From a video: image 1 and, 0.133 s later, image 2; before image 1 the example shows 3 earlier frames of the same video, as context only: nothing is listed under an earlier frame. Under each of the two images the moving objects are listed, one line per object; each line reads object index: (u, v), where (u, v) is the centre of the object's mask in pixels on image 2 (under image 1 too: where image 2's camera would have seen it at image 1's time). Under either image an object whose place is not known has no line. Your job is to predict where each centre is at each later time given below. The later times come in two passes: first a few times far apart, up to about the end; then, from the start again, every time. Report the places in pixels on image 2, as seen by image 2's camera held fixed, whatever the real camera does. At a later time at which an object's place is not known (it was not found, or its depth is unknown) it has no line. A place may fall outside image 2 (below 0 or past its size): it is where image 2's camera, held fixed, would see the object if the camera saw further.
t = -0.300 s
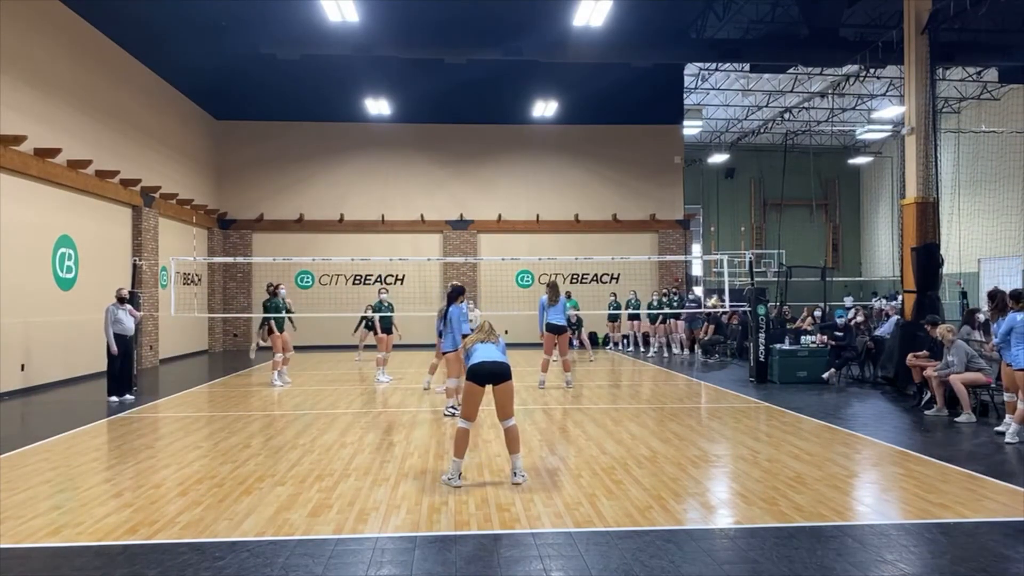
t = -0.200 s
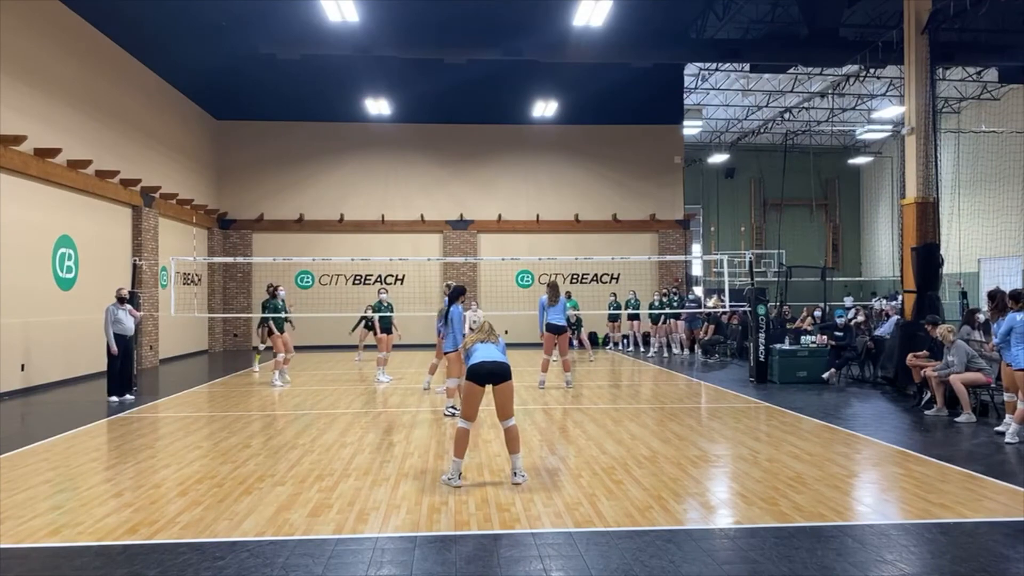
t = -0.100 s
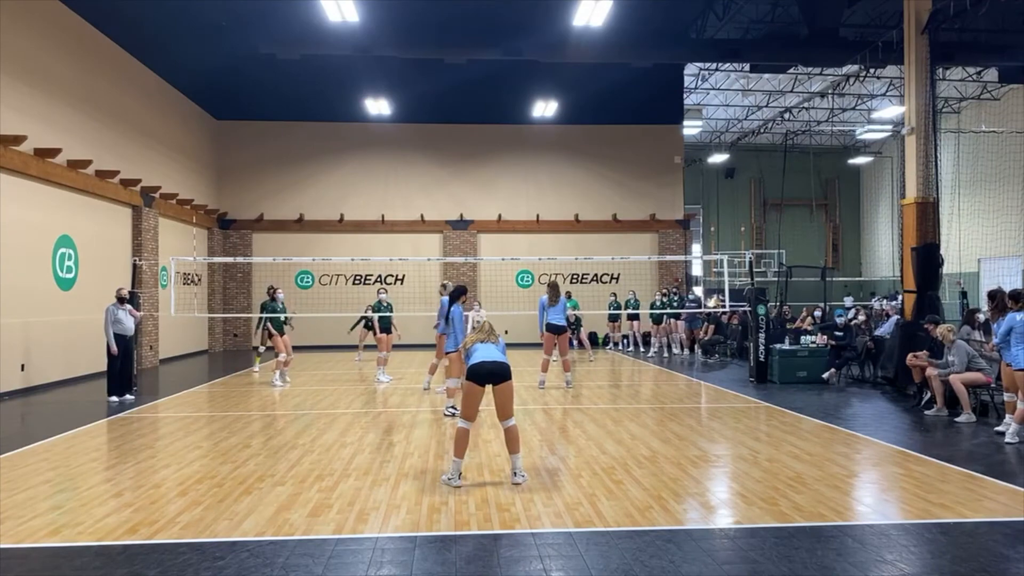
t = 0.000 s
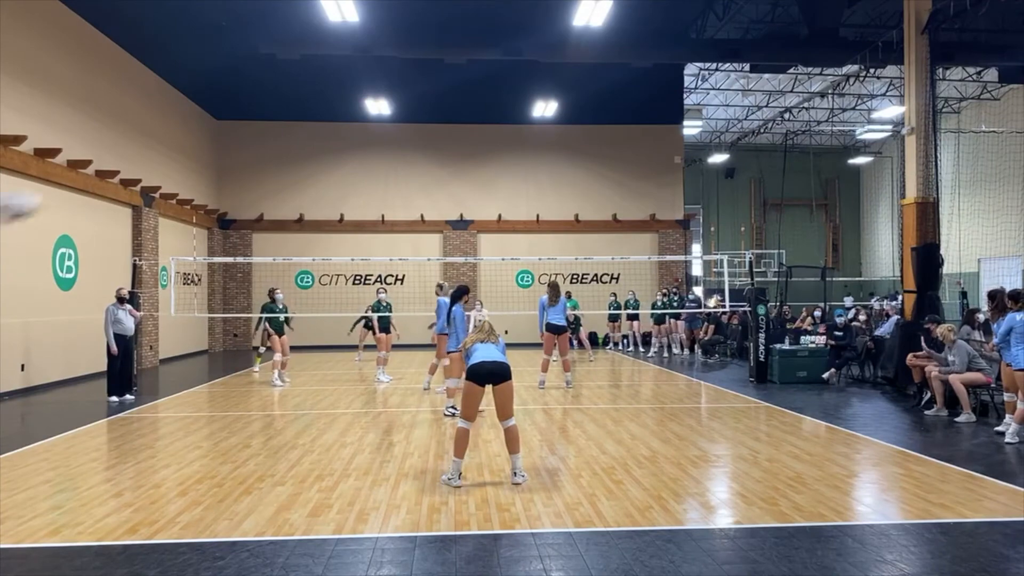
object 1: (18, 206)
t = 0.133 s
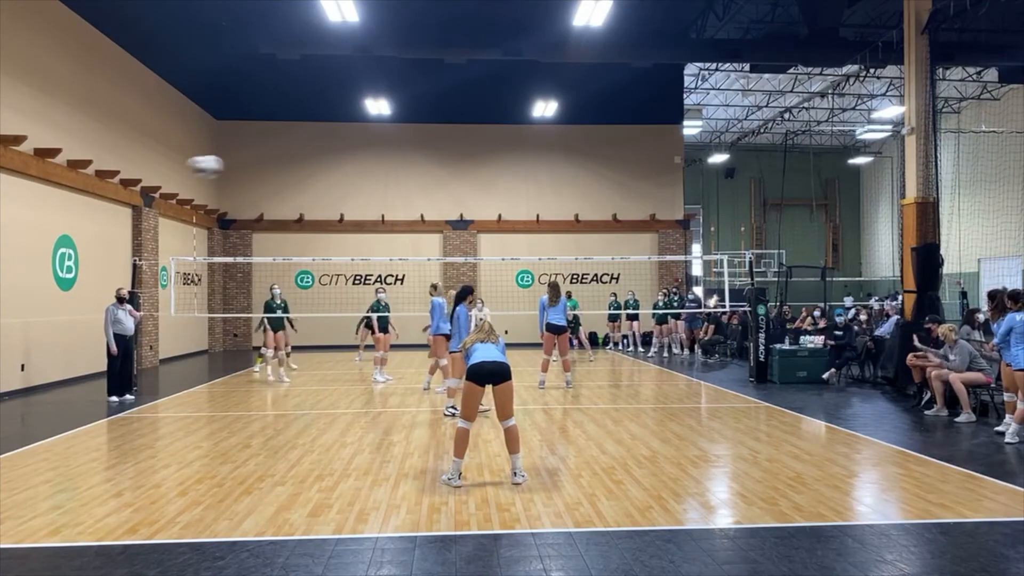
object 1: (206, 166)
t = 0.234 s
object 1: (295, 160)
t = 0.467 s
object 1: (420, 179)
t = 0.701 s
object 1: (489, 217)
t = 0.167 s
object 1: (238, 163)
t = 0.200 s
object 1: (268, 161)
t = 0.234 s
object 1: (295, 160)
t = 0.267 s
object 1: (320, 159)
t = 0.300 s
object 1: (341, 161)
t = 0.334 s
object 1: (360, 163)
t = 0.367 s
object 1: (378, 166)
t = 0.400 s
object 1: (393, 170)
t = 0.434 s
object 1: (408, 174)
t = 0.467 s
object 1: (420, 179)
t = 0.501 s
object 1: (433, 184)
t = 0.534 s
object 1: (443, 189)
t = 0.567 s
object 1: (454, 194)
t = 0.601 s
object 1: (463, 199)
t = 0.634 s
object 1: (472, 205)
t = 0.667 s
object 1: (481, 212)
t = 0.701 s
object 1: (489, 217)
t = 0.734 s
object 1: (496, 223)
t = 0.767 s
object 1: (503, 229)
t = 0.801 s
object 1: (509, 236)
